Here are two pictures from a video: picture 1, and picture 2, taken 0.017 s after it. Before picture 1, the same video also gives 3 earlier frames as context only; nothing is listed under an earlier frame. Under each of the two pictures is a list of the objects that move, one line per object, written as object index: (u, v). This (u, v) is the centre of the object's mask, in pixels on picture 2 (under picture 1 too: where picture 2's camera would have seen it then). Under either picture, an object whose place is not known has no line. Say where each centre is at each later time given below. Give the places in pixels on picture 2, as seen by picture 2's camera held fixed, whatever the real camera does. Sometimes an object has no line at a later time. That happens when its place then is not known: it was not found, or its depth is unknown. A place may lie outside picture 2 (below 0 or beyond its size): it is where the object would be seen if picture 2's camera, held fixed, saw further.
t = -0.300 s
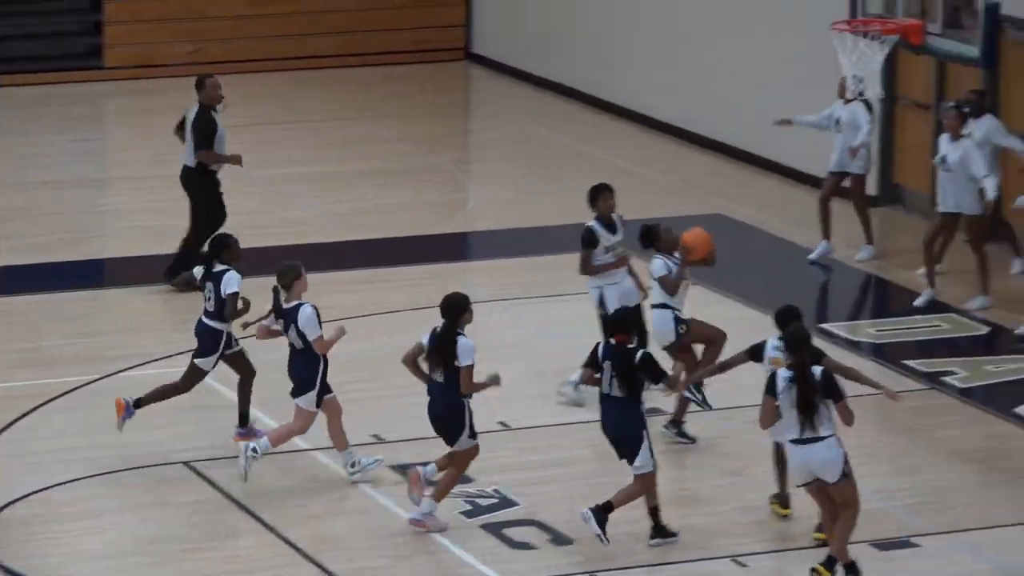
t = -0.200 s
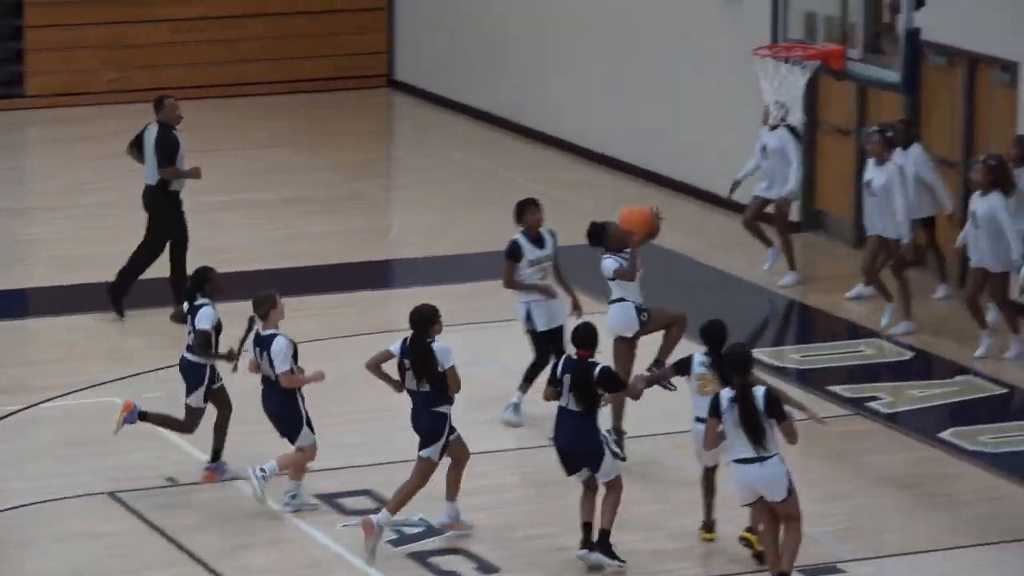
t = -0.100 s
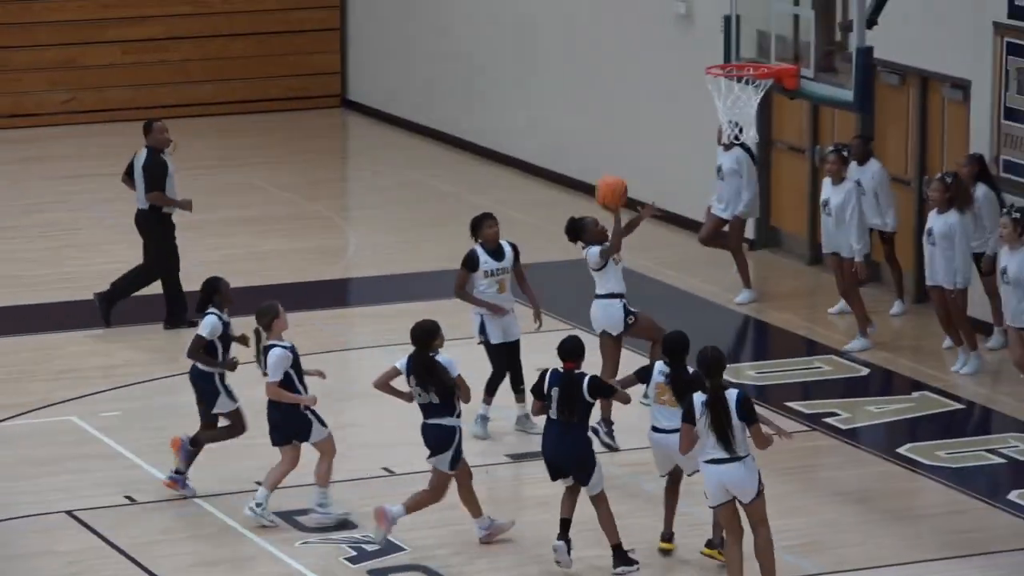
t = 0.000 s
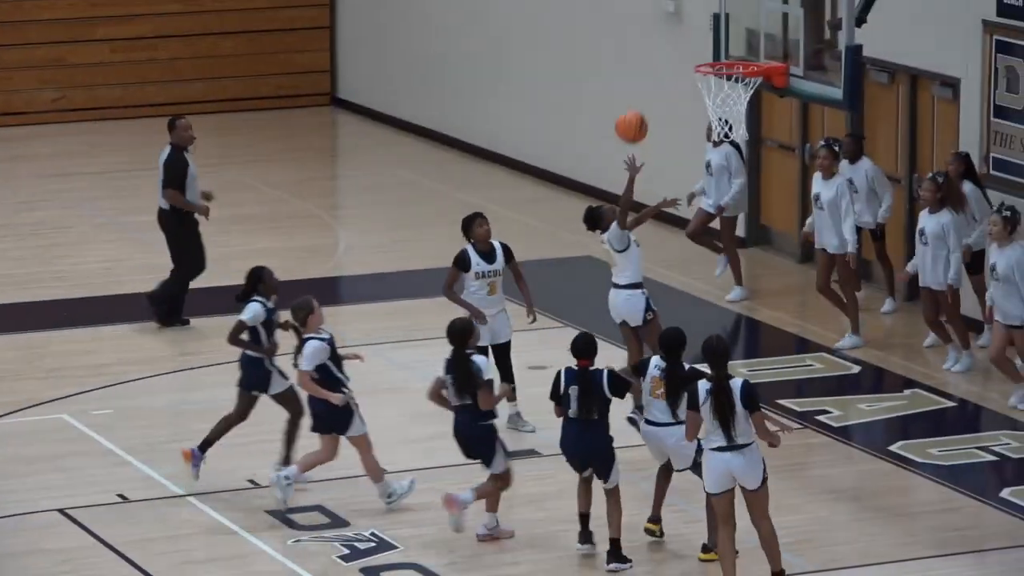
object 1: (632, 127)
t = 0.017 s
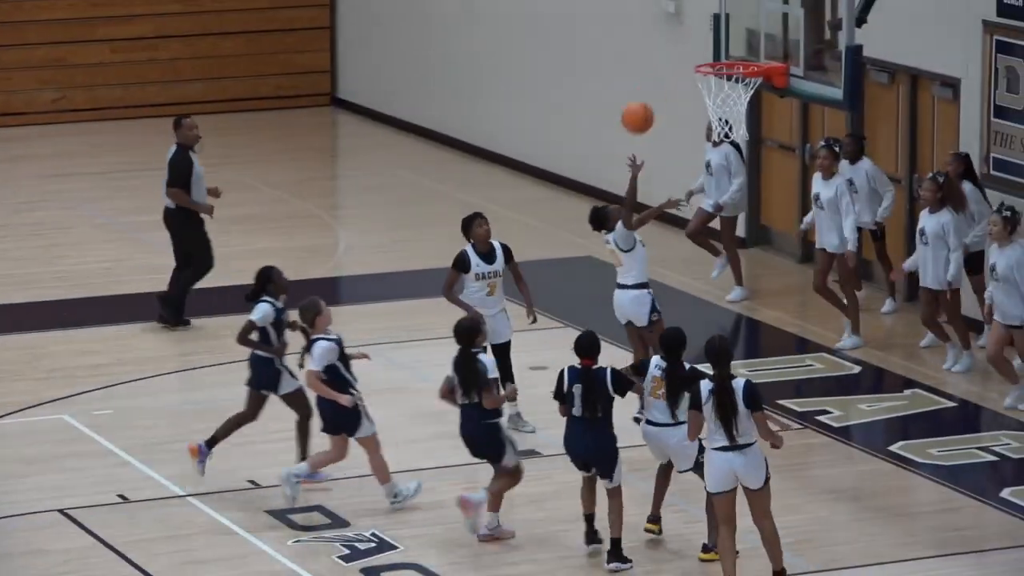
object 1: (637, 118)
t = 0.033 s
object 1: (643, 108)
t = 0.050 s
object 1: (649, 99)
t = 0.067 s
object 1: (654, 91)
